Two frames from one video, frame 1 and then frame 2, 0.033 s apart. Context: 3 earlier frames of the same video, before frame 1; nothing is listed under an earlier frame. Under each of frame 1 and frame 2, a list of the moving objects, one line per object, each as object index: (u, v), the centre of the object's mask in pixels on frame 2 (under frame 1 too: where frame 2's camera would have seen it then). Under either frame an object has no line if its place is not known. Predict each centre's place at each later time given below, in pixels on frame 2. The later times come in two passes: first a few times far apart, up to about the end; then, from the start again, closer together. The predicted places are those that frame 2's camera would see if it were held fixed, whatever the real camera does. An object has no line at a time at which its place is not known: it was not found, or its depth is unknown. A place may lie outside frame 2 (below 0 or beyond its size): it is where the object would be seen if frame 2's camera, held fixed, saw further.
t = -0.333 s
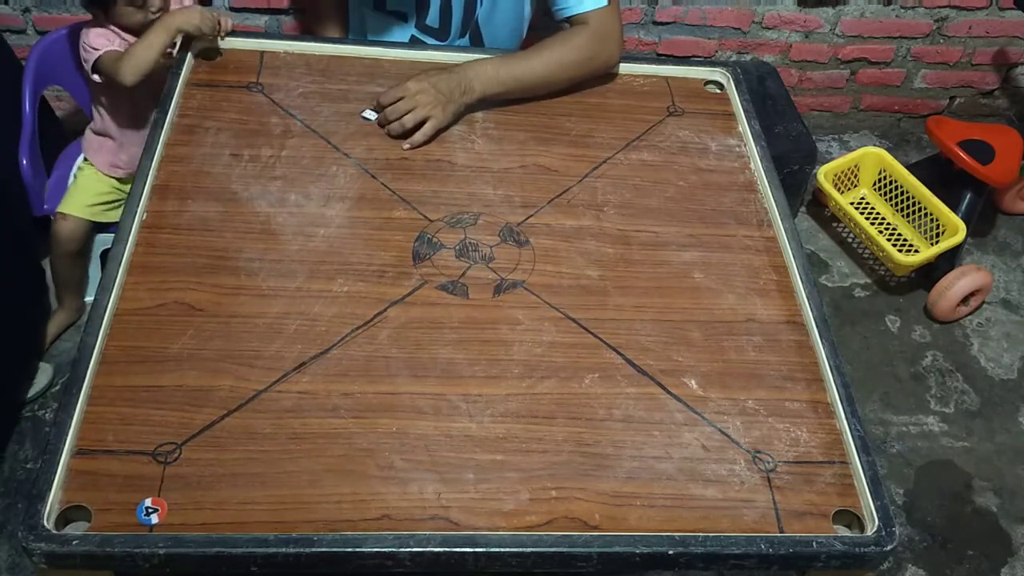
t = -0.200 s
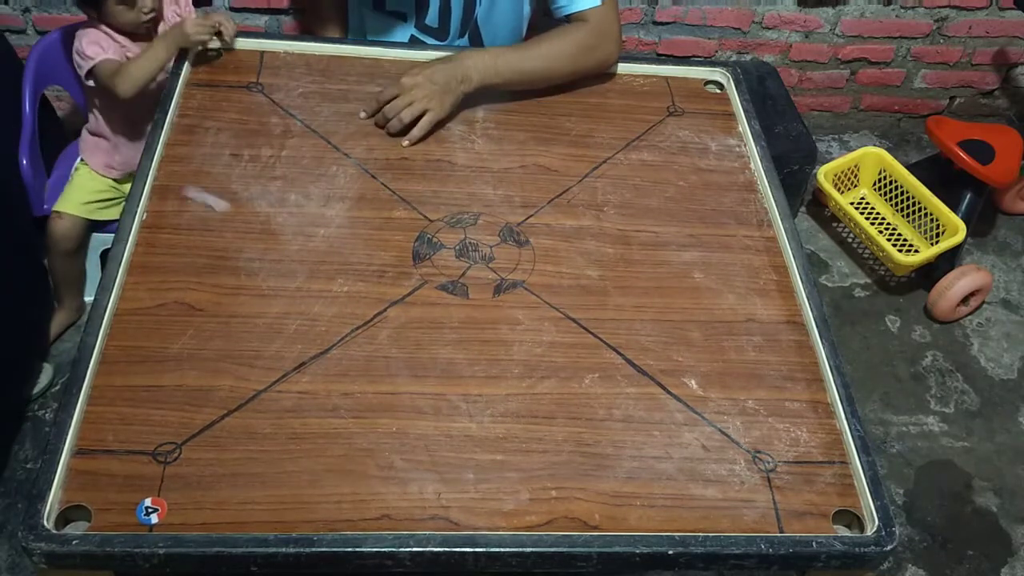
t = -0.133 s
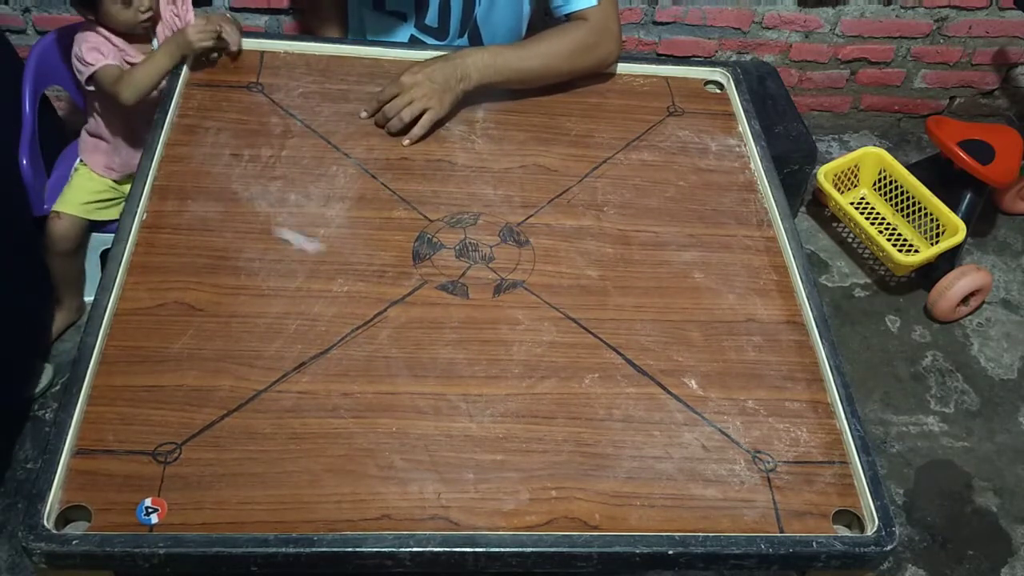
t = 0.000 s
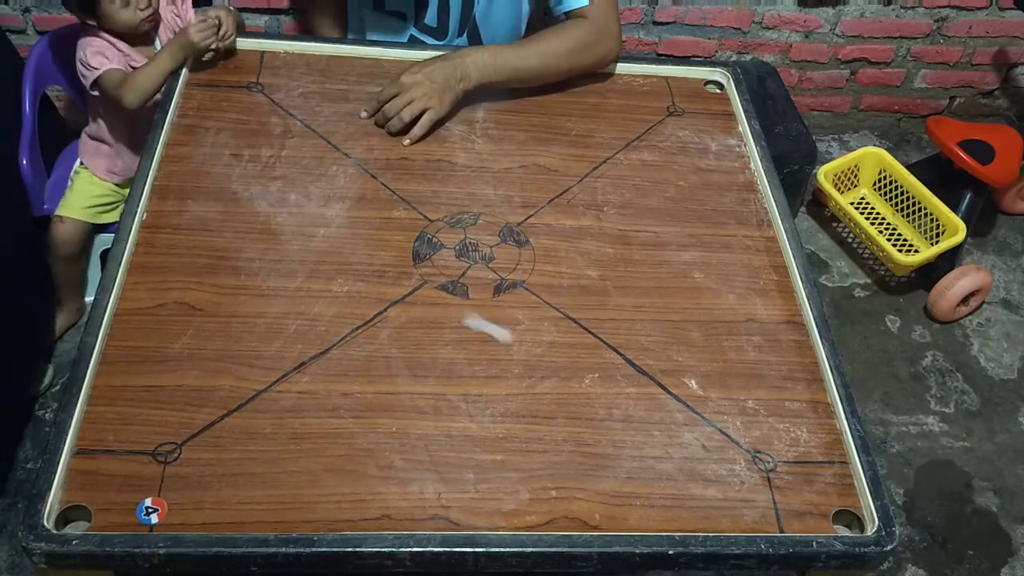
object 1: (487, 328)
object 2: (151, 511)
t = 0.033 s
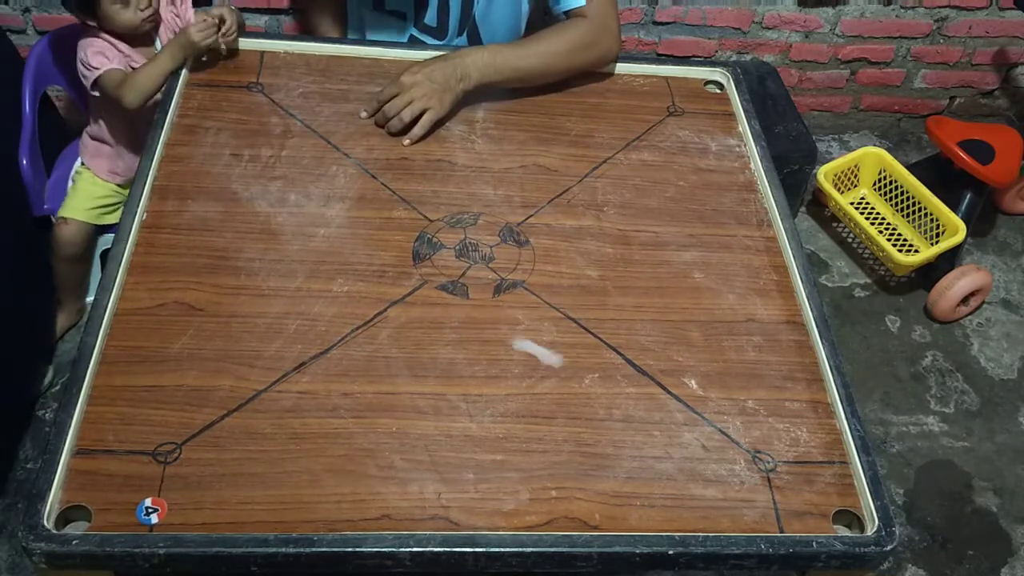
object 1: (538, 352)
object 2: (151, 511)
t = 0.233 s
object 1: (841, 502)
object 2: (151, 511)
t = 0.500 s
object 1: (567, 518)
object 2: (151, 511)
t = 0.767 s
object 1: (329, 514)
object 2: (151, 510)
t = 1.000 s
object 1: (180, 512)
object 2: (120, 511)
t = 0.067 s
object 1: (588, 376)
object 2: (151, 511)
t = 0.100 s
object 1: (639, 401)
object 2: (151, 511)
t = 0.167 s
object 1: (750, 454)
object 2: (151, 511)
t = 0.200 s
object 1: (804, 480)
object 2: (151, 511)
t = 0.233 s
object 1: (841, 502)
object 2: (151, 511)
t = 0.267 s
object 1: (810, 504)
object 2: (151, 511)
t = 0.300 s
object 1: (774, 506)
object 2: (151, 510)
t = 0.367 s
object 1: (704, 509)
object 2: (151, 511)
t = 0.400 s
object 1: (670, 511)
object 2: (151, 511)
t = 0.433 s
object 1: (636, 513)
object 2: (151, 510)
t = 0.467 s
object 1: (601, 515)
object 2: (151, 510)
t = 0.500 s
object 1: (567, 518)
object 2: (151, 511)
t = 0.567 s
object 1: (496, 524)
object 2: (151, 510)
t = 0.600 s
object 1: (467, 522)
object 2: (151, 511)
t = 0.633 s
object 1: (439, 522)
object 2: (151, 510)
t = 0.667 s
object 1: (411, 519)
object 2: (151, 511)
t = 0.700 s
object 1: (384, 518)
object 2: (151, 510)
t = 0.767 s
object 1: (329, 514)
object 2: (151, 510)
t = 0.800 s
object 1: (303, 514)
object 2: (151, 510)
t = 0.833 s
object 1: (275, 513)
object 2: (151, 510)
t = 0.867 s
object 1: (249, 513)
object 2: (151, 511)
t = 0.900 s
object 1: (222, 513)
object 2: (151, 510)
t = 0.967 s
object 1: (181, 512)
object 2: (140, 511)
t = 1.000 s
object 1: (180, 512)
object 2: (120, 511)
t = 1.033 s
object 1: (178, 513)
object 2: (101, 510)
